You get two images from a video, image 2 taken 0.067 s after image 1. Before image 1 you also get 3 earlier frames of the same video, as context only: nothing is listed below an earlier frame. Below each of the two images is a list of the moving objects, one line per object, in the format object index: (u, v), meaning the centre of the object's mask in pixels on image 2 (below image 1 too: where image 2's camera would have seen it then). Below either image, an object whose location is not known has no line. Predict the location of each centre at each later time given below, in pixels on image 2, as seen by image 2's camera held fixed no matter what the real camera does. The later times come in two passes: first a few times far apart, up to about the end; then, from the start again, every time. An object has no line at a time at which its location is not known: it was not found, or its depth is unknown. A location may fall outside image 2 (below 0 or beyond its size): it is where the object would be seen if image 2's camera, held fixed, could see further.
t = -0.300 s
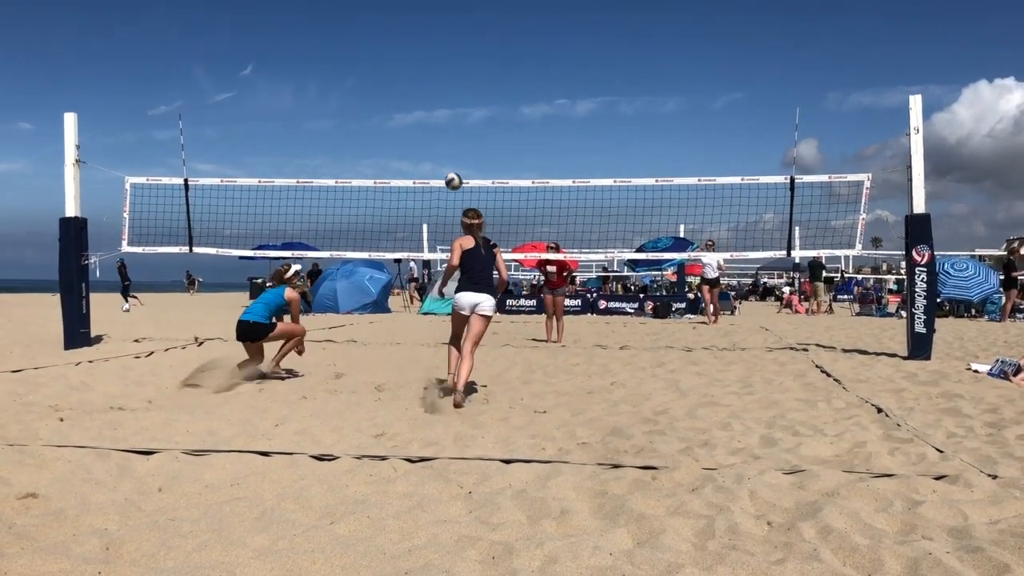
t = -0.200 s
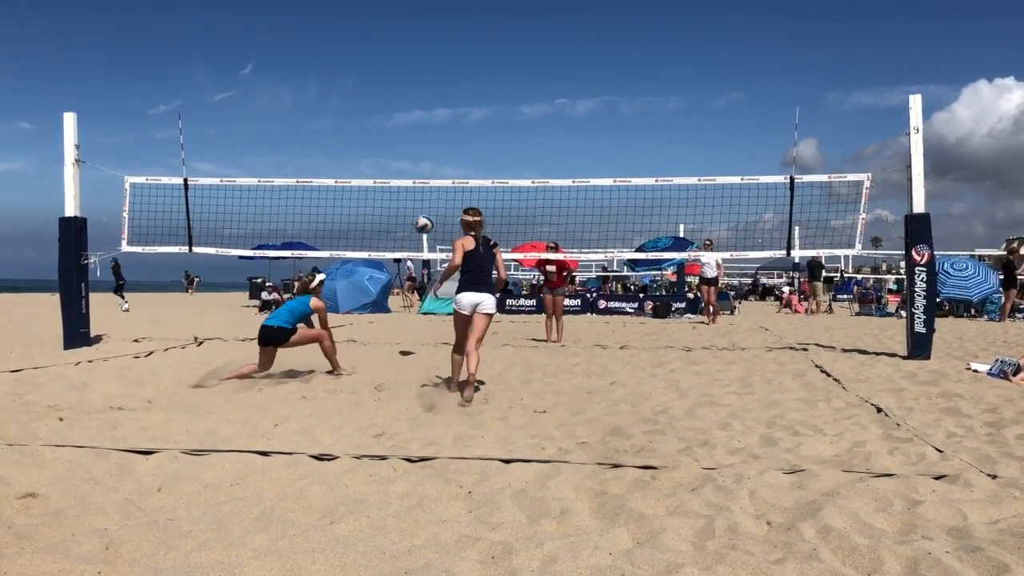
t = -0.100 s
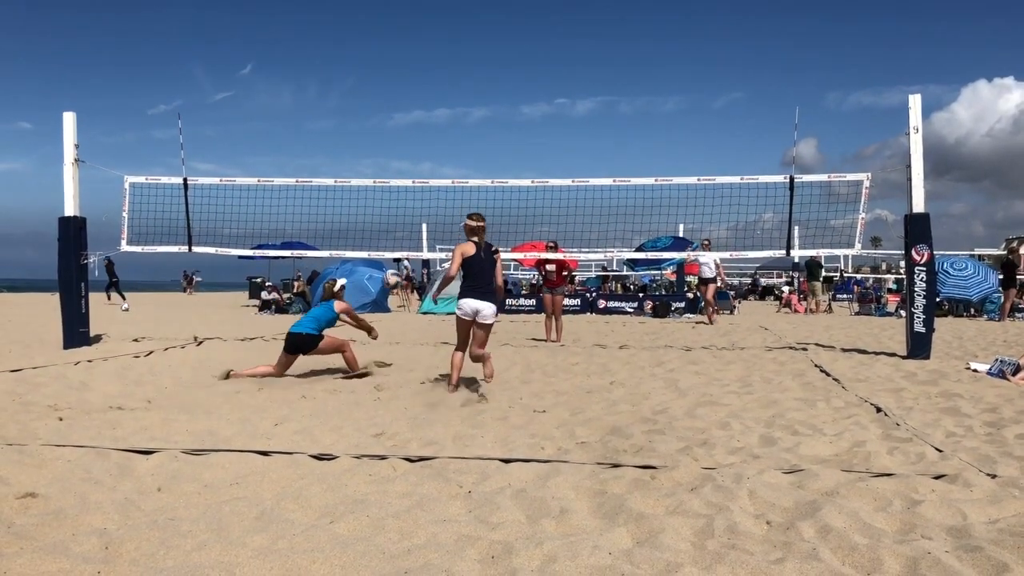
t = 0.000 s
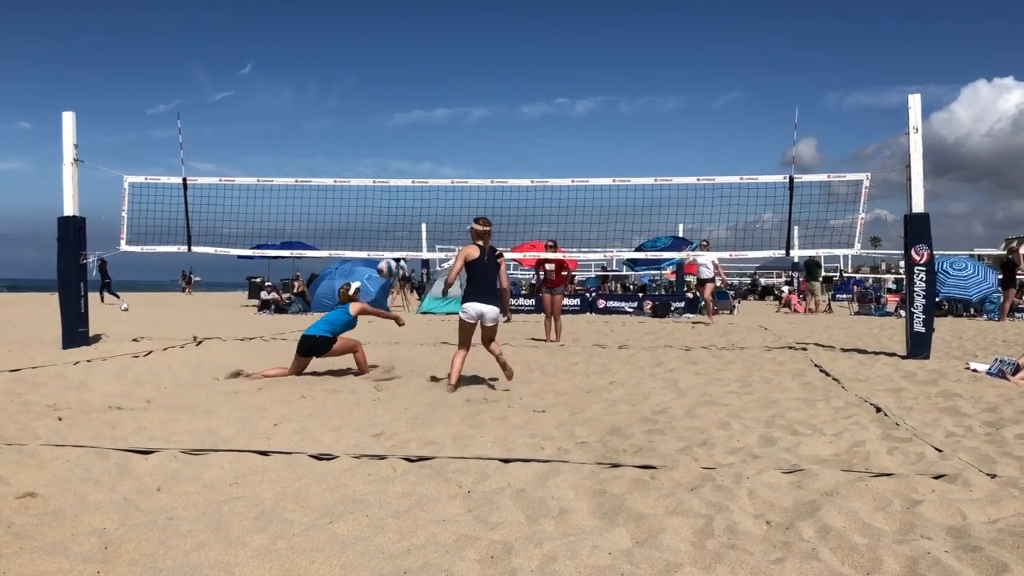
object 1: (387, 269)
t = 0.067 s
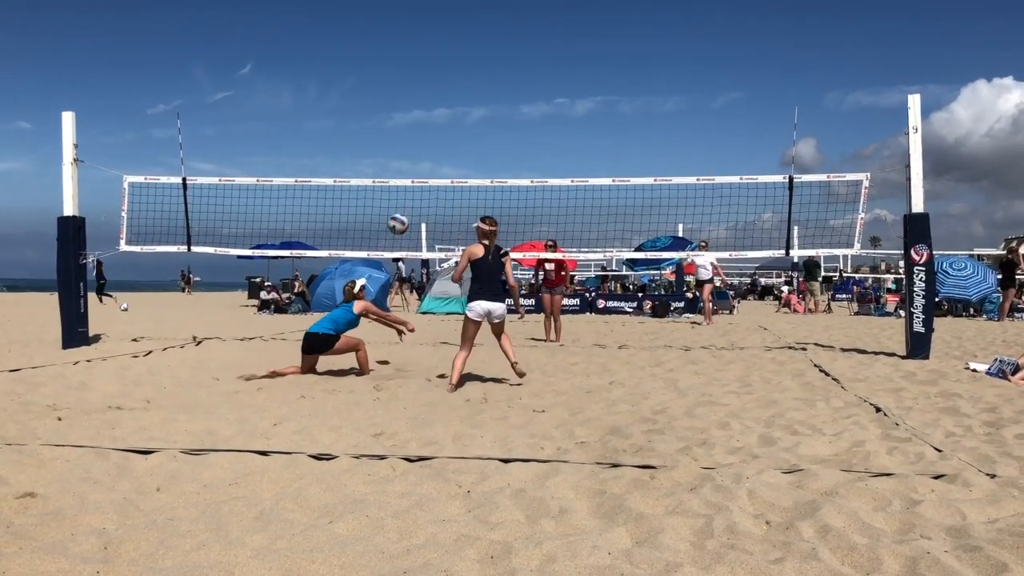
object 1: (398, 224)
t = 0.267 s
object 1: (431, 115)
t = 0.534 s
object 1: (474, 27)
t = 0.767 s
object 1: (514, 8)
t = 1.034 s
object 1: (560, 48)
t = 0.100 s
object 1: (403, 204)
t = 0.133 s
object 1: (409, 185)
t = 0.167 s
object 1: (414, 166)
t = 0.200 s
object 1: (420, 148)
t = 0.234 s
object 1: (425, 131)
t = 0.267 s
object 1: (431, 115)
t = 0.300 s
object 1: (436, 101)
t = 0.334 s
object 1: (442, 87)
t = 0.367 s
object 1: (447, 74)
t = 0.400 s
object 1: (453, 63)
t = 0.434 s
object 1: (458, 52)
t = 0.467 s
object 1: (463, 43)
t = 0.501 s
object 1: (469, 34)
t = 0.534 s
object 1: (474, 27)
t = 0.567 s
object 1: (481, 20)
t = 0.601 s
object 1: (486, 15)
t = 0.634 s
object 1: (491, 11)
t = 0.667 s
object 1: (497, 9)
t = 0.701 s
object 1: (502, 8)
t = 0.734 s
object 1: (509, 8)
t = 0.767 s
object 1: (514, 8)
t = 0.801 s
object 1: (520, 9)
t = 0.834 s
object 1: (525, 10)
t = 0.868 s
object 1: (531, 13)
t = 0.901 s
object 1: (537, 18)
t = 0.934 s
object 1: (543, 24)
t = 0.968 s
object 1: (549, 31)
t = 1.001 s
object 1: (554, 39)
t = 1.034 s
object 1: (560, 48)
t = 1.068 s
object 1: (566, 59)
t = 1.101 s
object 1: (572, 72)
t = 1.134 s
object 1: (578, 85)
